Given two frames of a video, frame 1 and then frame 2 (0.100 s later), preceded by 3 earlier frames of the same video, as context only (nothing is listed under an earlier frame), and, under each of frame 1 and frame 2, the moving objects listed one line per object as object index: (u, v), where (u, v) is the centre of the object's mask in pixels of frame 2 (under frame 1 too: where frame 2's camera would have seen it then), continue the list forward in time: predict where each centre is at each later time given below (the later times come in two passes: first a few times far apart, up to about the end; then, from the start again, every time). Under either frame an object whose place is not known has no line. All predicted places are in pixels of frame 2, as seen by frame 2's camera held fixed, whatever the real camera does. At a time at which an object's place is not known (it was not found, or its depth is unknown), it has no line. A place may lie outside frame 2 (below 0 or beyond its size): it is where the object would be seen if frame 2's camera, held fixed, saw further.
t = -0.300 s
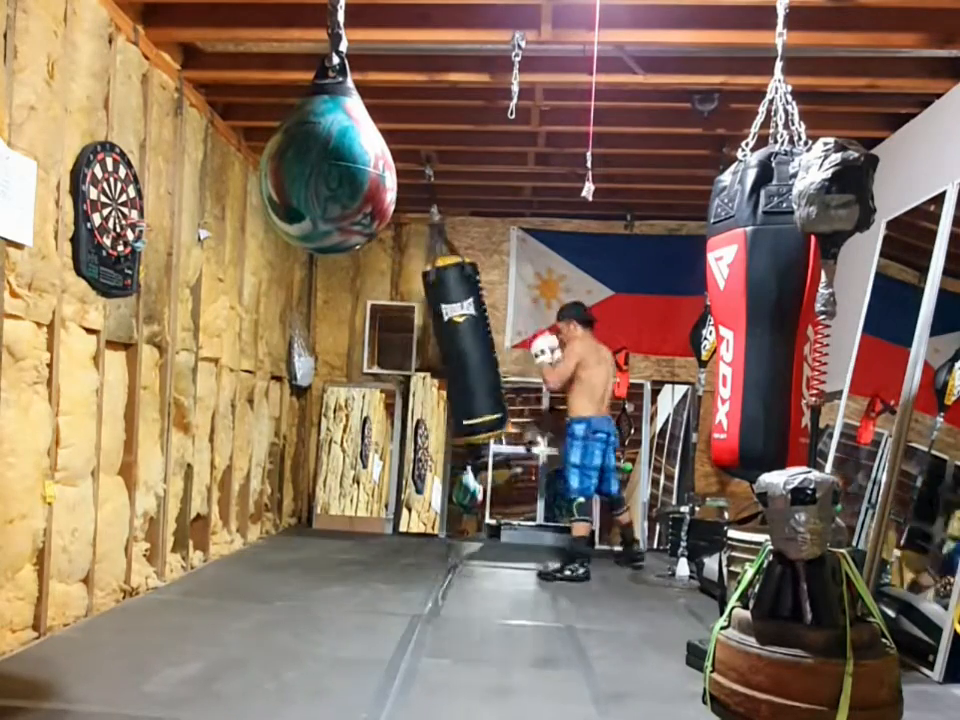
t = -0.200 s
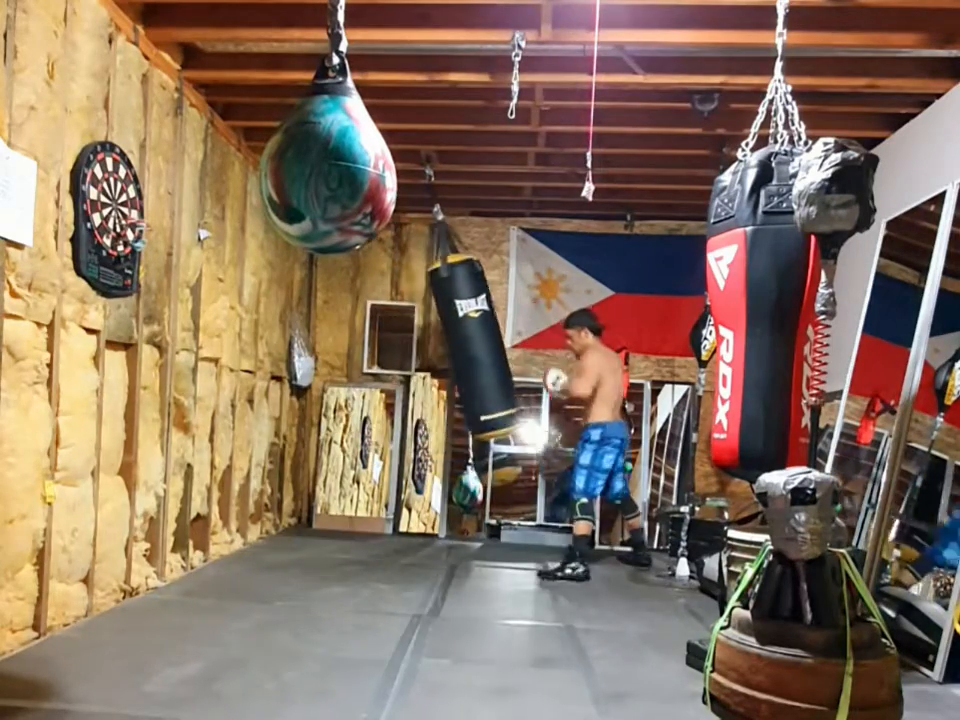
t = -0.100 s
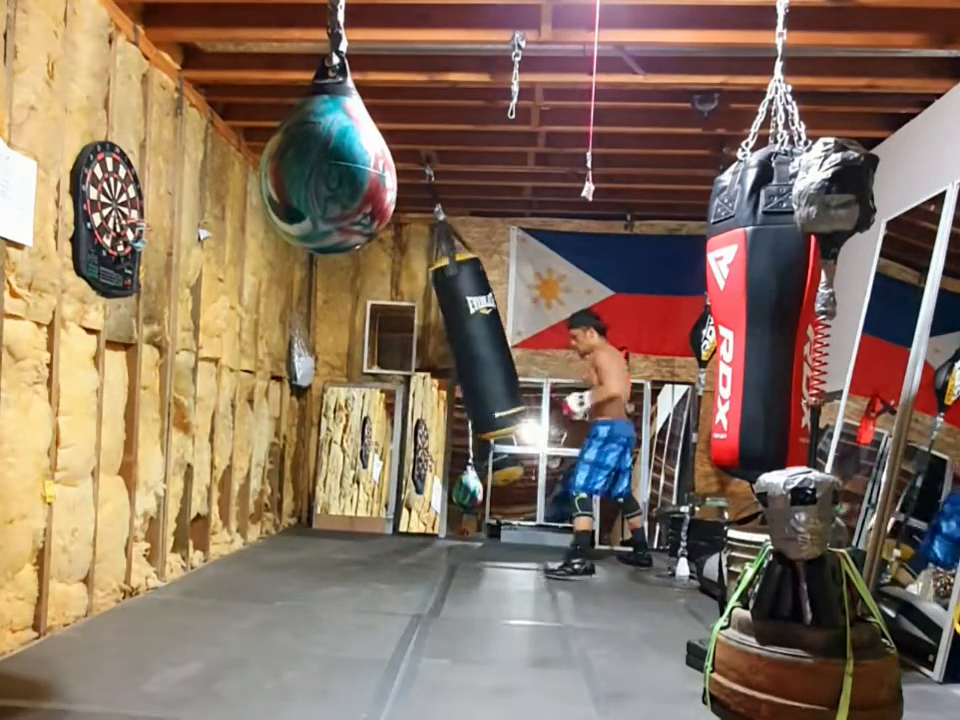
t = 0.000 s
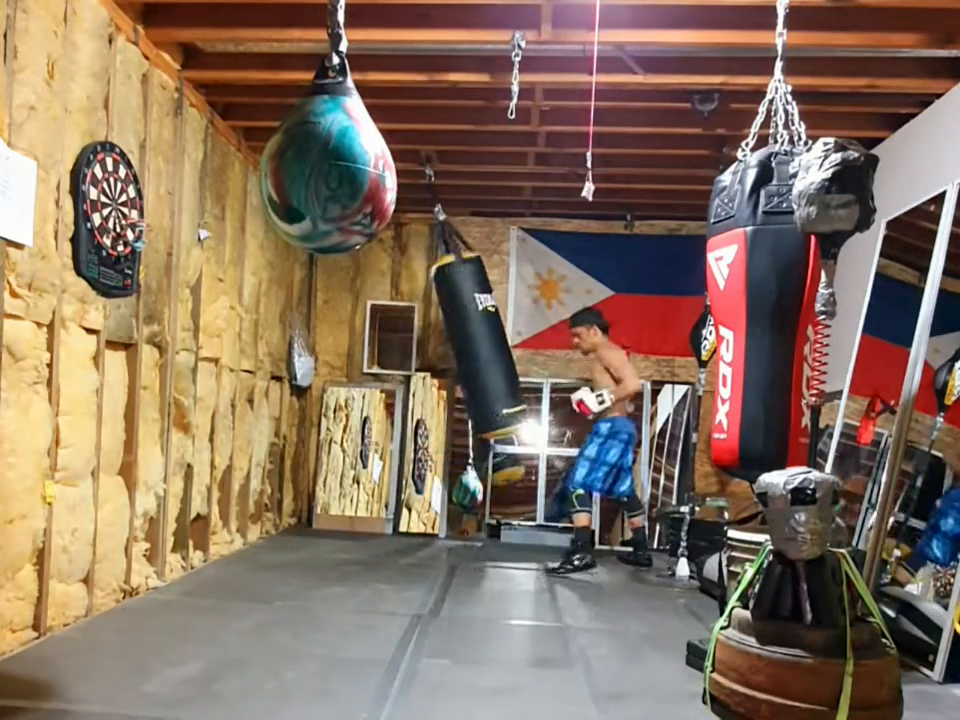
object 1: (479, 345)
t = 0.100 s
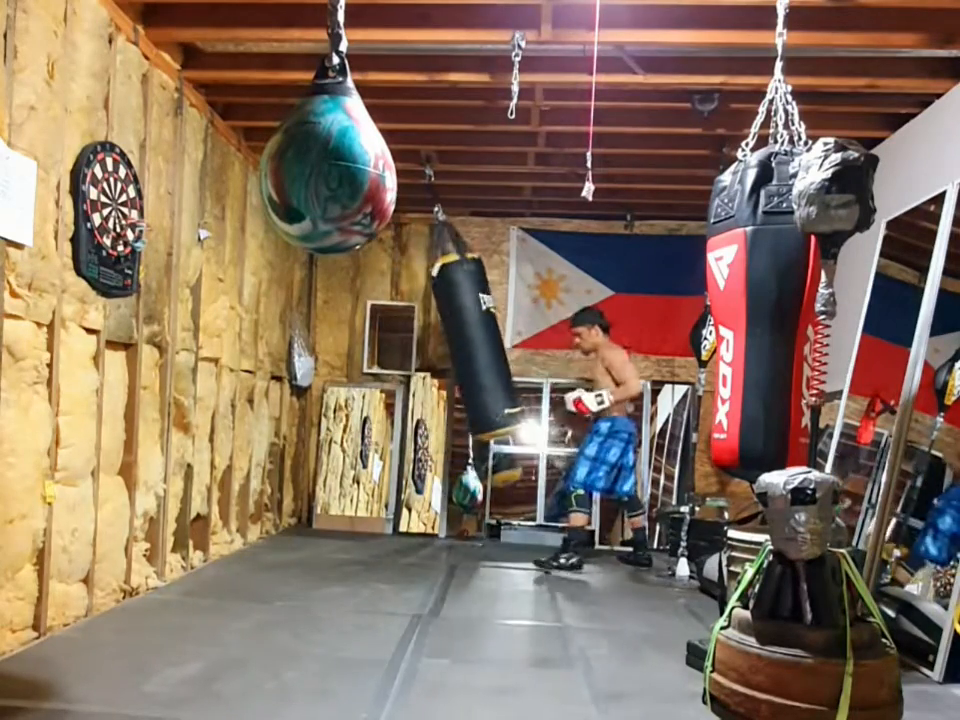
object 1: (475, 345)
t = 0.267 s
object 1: (458, 349)
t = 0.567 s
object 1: (408, 352)
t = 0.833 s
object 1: (370, 342)
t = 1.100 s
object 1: (359, 338)
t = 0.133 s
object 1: (474, 347)
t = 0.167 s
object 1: (470, 348)
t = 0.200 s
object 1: (466, 347)
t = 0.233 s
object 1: (462, 348)
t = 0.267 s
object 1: (458, 349)
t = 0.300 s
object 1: (453, 351)
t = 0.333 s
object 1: (448, 351)
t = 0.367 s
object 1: (443, 352)
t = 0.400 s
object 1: (438, 353)
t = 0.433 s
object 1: (431, 352)
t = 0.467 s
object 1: (425, 351)
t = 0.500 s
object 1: (420, 352)
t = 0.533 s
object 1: (414, 352)
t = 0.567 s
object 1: (408, 352)
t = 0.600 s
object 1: (402, 350)
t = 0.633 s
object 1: (397, 349)
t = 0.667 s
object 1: (391, 348)
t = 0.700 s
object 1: (386, 347)
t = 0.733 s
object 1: (382, 347)
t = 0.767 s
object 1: (378, 346)
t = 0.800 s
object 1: (373, 344)
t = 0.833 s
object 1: (370, 342)
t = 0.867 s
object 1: (367, 341)
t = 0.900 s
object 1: (365, 340)
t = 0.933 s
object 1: (362, 339)
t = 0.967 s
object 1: (361, 338)
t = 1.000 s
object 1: (360, 338)
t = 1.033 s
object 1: (360, 337)
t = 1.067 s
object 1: (359, 337)
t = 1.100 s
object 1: (359, 338)
